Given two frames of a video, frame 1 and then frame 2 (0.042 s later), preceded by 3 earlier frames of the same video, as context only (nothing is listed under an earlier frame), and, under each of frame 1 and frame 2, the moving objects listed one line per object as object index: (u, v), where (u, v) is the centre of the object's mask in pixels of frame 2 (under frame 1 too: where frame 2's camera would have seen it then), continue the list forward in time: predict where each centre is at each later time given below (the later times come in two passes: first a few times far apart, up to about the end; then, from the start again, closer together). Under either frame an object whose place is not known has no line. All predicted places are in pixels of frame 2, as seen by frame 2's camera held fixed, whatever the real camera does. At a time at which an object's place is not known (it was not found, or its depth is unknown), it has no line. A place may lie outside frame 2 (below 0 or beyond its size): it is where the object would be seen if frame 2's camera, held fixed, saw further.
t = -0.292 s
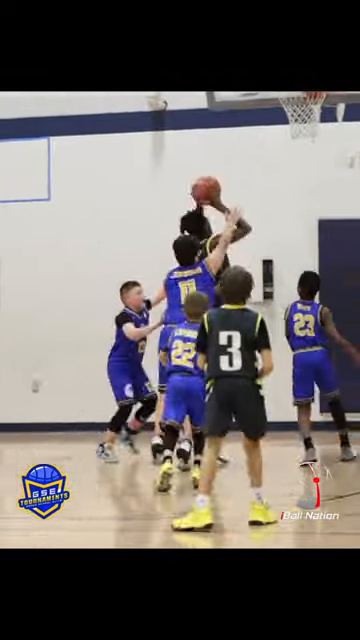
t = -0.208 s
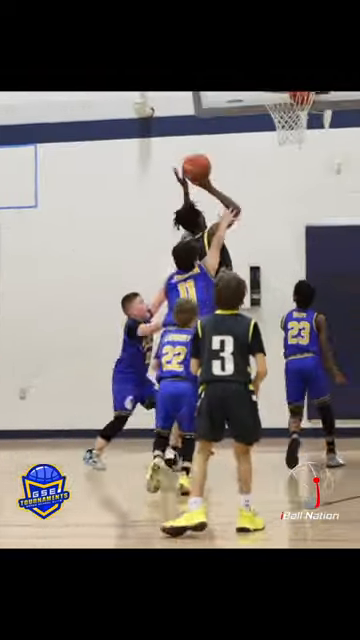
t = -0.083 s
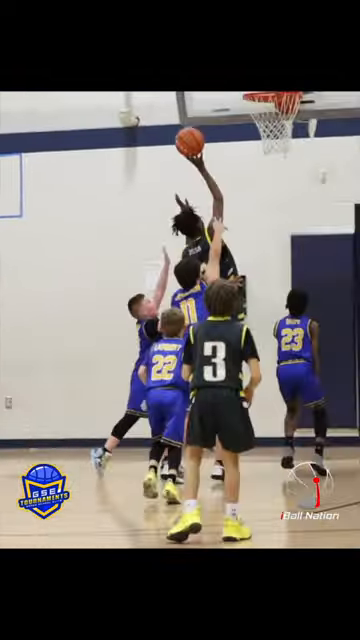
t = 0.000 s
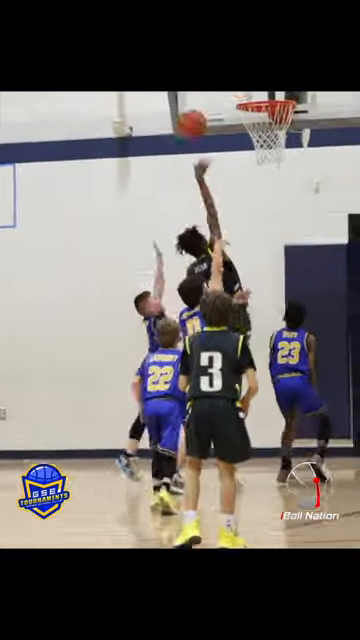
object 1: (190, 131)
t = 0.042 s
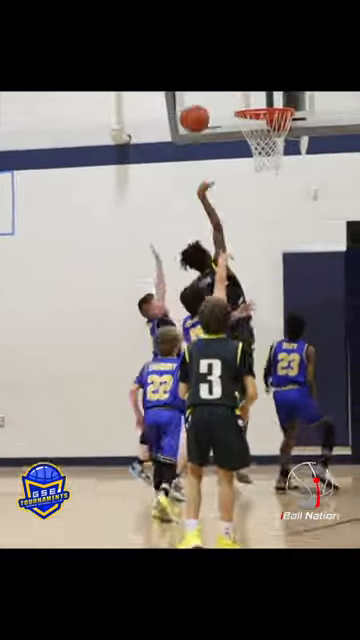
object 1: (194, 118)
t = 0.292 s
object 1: (224, 87)
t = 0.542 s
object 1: (238, 90)
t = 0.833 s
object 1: (246, 99)
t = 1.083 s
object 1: (261, 152)
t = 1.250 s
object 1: (272, 204)
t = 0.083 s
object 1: (199, 108)
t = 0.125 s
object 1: (204, 100)
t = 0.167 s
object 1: (209, 94)
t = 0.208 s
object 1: (214, 89)
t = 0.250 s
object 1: (219, 87)
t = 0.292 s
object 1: (224, 87)
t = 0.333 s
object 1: (229, 89)
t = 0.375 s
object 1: (234, 92)
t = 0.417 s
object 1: (238, 96)
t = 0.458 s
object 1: (238, 92)
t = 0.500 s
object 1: (238, 90)
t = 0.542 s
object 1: (238, 90)
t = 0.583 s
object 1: (238, 92)
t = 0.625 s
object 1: (239, 96)
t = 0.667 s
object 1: (240, 95)
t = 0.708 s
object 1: (241, 95)
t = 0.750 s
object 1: (242, 97)
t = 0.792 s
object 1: (244, 97)
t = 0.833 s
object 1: (246, 99)
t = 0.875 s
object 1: (248, 101)
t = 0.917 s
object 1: (251, 104)
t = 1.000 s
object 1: (256, 130)
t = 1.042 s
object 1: (260, 142)
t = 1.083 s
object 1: (261, 152)
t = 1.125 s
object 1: (263, 169)
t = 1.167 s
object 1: (267, 176)
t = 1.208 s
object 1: (269, 188)
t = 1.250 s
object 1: (272, 204)
